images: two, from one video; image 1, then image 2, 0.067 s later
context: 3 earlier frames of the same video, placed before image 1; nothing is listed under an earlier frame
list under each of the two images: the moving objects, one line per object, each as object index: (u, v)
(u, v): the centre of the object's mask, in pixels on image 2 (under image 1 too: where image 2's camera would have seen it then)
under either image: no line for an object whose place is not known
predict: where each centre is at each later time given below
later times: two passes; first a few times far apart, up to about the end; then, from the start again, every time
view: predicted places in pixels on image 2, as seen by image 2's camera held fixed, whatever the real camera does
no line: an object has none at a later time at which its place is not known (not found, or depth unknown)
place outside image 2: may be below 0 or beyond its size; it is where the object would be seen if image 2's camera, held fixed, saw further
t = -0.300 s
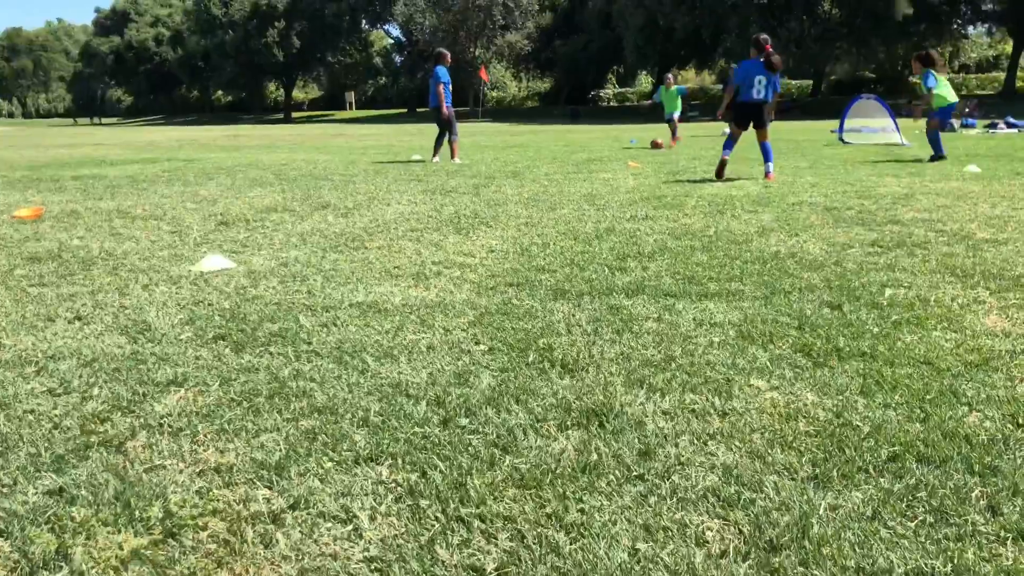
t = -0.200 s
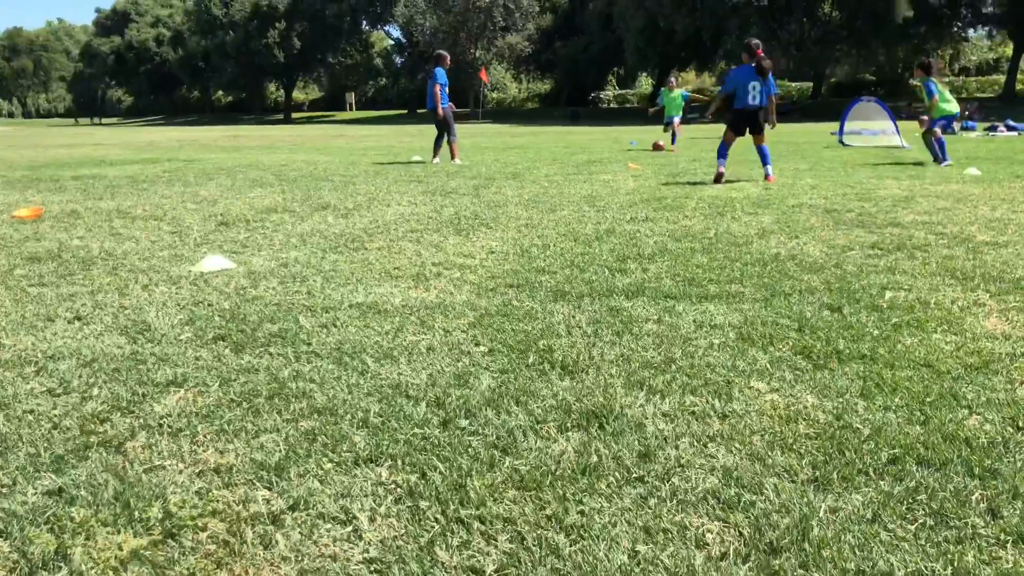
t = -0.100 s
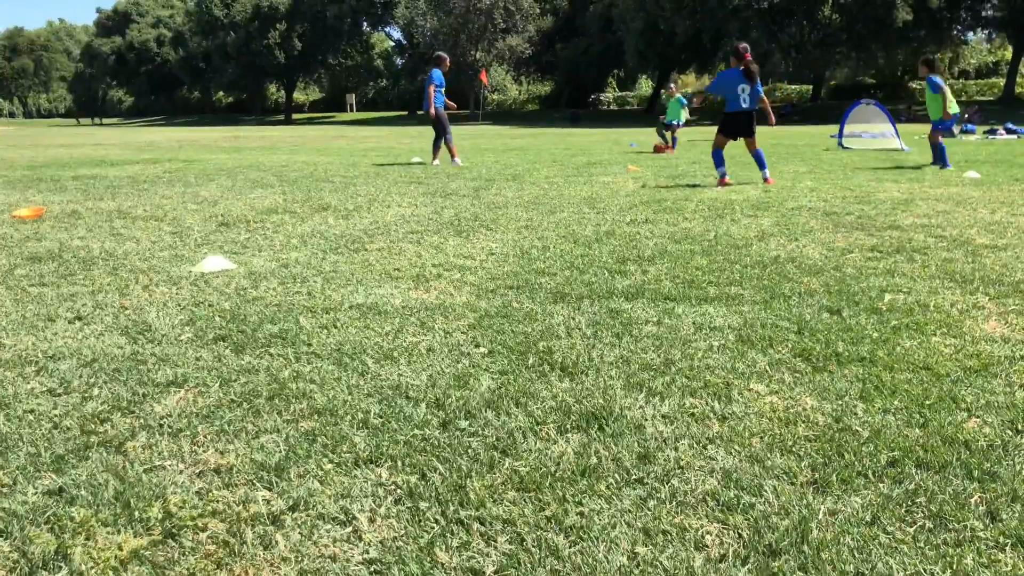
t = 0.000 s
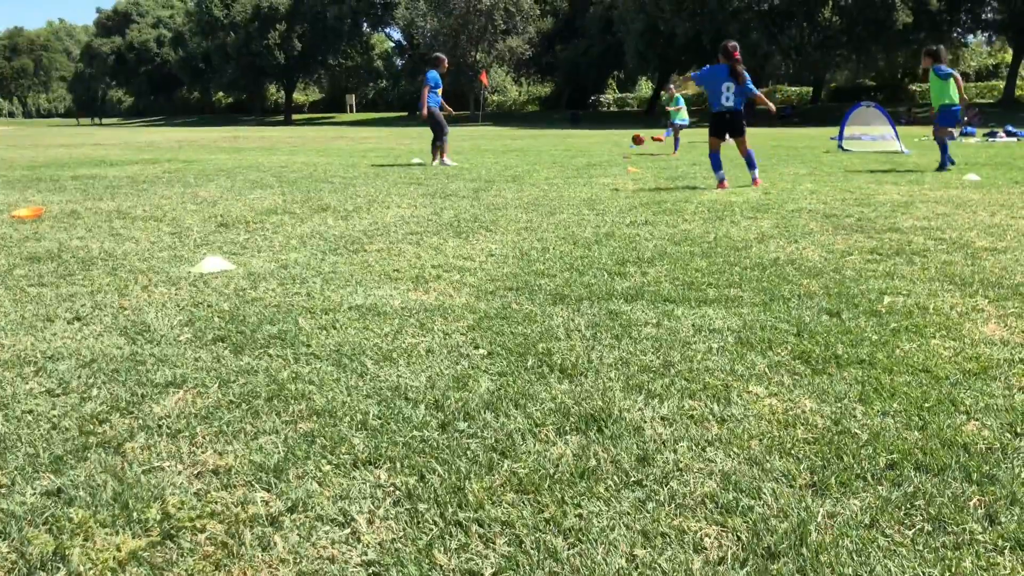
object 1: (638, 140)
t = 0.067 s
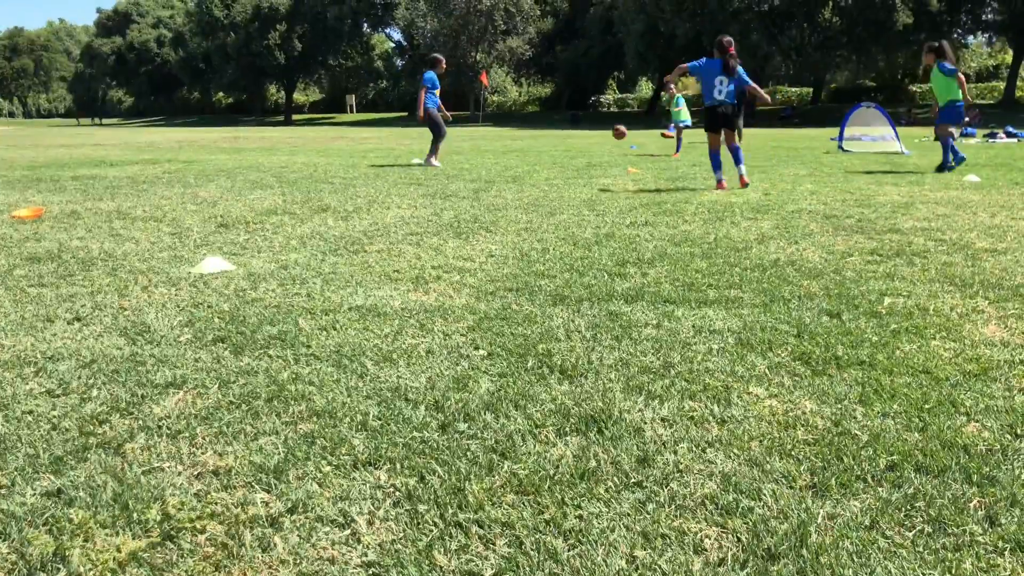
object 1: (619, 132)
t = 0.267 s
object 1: (553, 123)
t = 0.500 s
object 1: (442, 155)
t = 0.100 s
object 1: (609, 130)
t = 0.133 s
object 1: (599, 127)
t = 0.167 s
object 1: (589, 125)
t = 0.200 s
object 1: (577, 123)
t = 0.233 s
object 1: (565, 123)
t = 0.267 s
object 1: (553, 123)
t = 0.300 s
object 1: (540, 125)
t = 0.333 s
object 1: (525, 127)
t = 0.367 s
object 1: (511, 130)
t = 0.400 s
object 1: (494, 134)
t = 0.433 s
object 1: (478, 140)
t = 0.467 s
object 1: (462, 146)
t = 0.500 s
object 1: (442, 155)
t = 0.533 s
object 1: (422, 166)
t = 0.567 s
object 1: (400, 178)
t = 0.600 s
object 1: (376, 192)
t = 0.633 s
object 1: (356, 195)
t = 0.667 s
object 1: (337, 194)
